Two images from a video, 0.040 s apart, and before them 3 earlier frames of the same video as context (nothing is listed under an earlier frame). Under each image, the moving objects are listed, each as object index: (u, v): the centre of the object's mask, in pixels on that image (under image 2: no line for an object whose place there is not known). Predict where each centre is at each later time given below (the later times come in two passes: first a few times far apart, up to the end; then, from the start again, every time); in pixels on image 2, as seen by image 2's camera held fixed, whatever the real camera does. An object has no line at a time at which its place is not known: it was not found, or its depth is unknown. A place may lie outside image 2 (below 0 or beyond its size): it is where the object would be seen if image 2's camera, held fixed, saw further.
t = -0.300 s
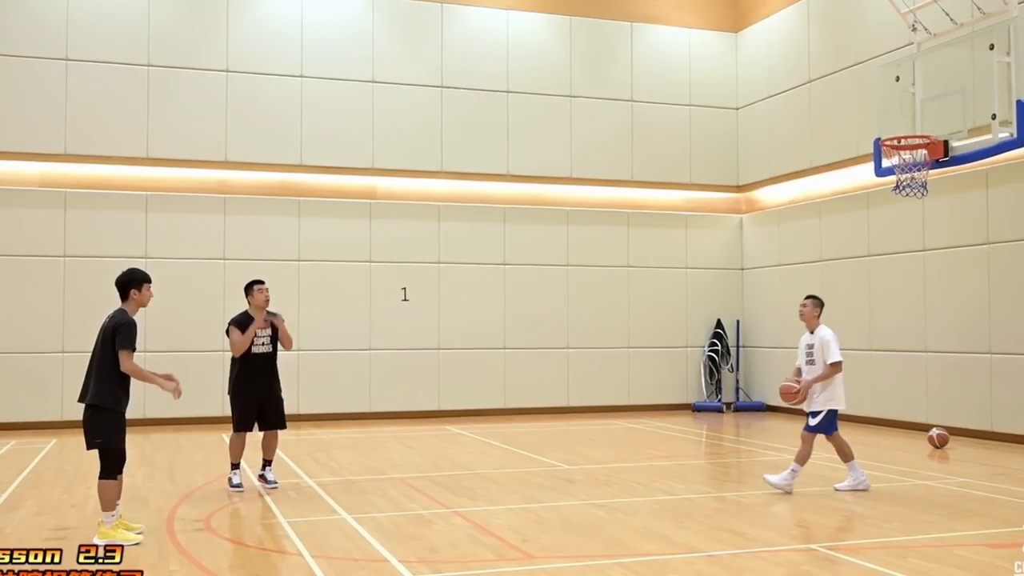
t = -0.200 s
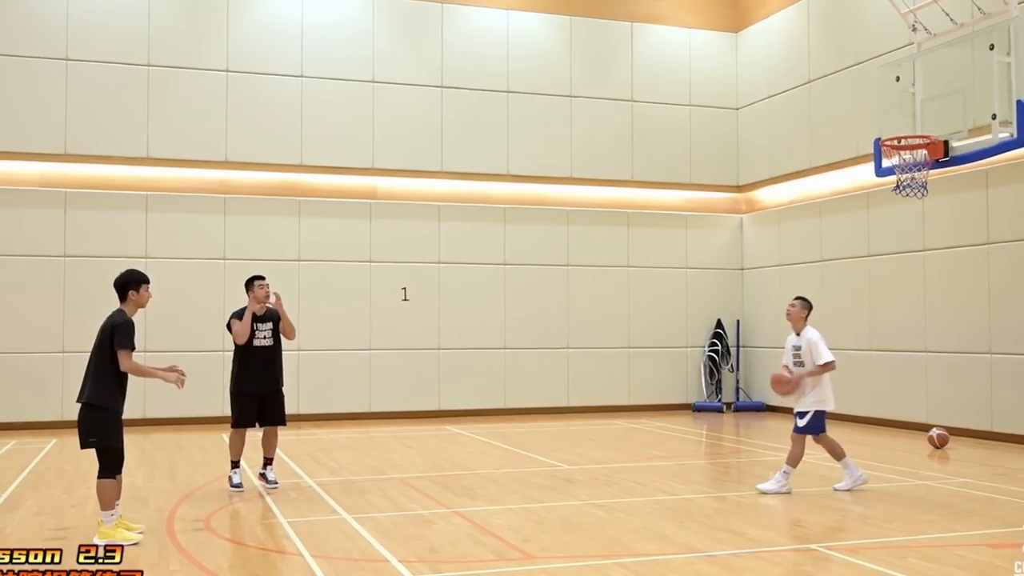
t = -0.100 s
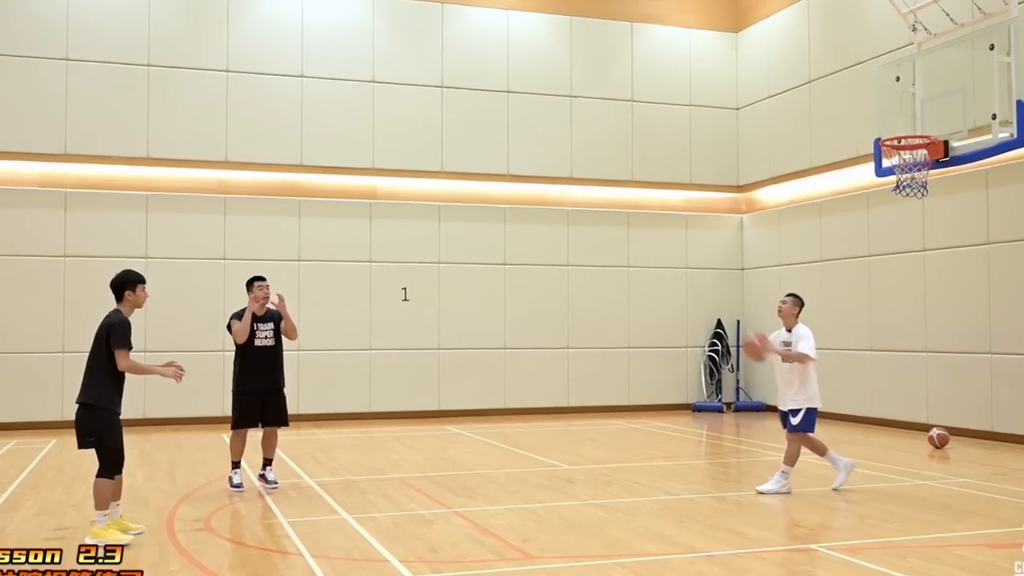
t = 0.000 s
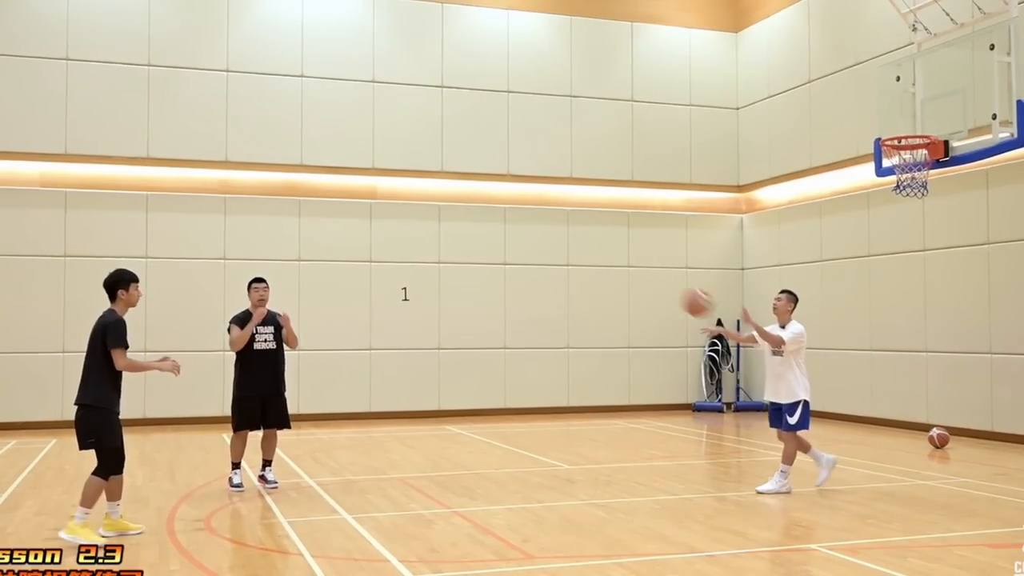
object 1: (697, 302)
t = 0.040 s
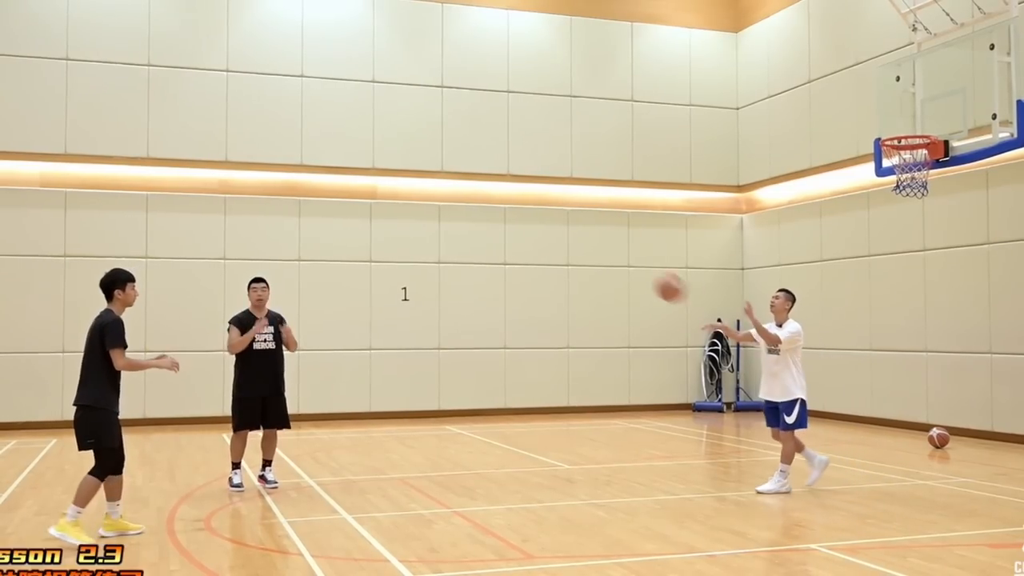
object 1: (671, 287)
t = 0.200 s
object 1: (559, 242)
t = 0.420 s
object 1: (388, 227)
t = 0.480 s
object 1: (341, 232)
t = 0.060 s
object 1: (657, 281)
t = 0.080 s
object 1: (643, 273)
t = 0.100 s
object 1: (629, 267)
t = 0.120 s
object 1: (615, 261)
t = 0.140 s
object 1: (602, 255)
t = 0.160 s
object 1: (589, 251)
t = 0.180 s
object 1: (573, 246)
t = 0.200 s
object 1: (559, 242)
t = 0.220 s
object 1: (545, 238)
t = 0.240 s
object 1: (530, 235)
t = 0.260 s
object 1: (515, 232)
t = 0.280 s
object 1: (500, 230)
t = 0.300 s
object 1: (484, 227)
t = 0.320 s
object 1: (469, 226)
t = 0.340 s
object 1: (454, 225)
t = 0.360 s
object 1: (438, 224)
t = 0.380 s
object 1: (422, 224)
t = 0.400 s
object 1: (405, 225)
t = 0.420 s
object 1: (388, 227)
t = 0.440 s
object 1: (373, 228)
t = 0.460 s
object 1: (357, 230)
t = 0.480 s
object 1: (341, 232)
